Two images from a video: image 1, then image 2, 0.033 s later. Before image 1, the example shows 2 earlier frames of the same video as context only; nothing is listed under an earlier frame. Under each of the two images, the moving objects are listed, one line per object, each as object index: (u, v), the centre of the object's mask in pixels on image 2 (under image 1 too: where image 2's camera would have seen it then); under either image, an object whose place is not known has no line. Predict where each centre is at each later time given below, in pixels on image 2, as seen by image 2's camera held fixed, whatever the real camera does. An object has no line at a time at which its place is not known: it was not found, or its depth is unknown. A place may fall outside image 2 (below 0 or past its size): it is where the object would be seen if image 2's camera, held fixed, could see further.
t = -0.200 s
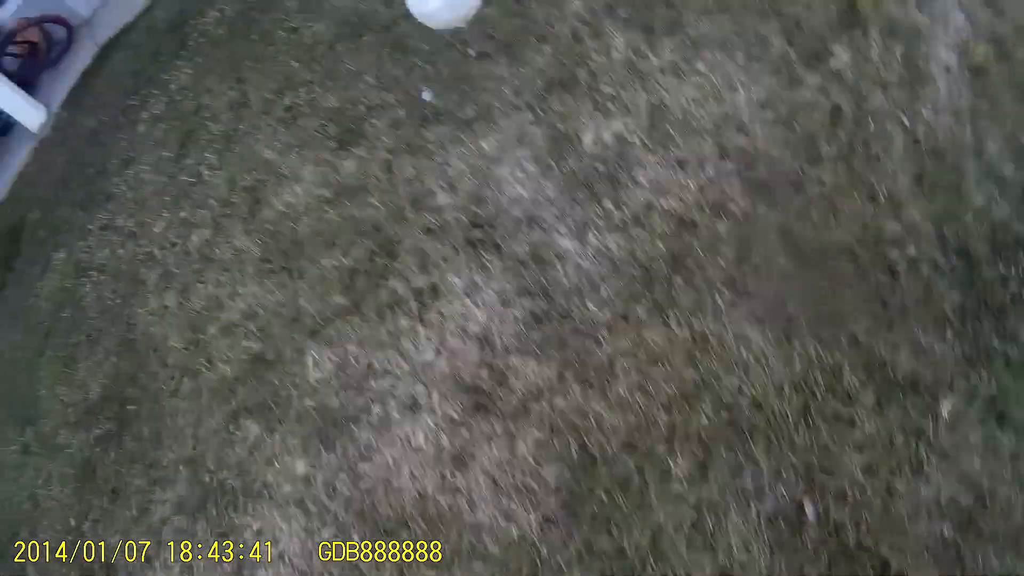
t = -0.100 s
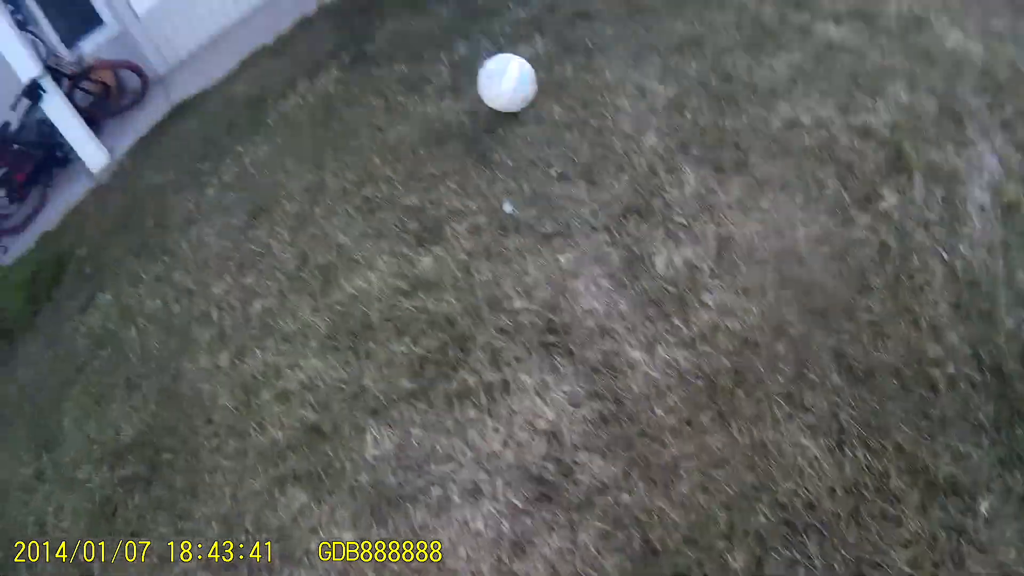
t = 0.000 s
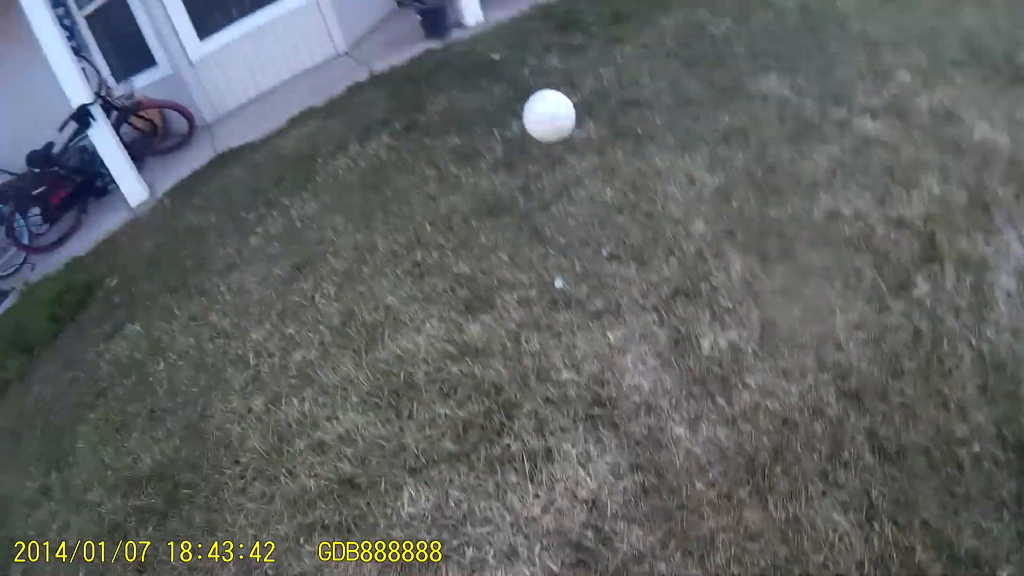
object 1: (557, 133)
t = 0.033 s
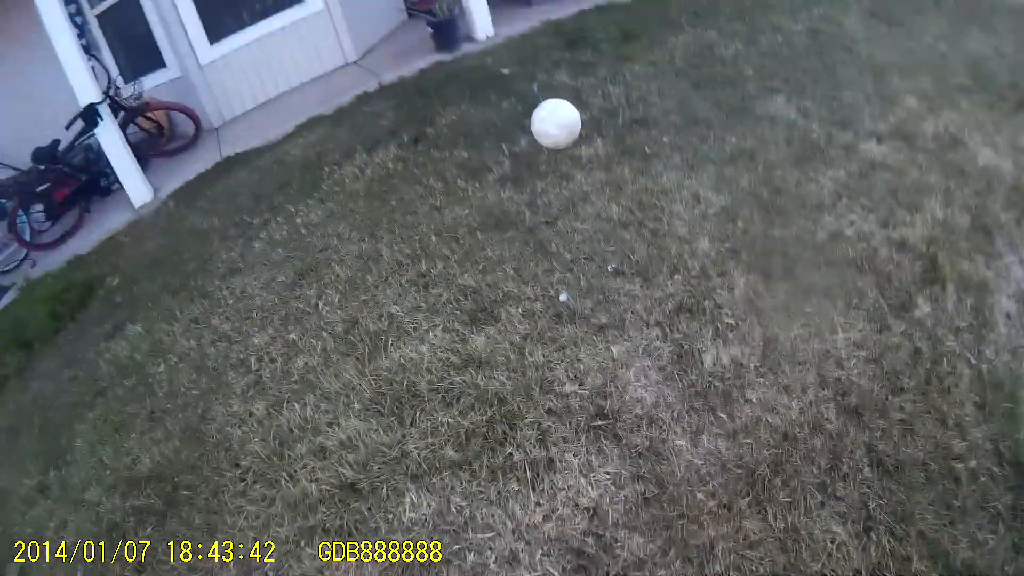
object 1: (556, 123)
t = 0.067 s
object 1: (554, 121)
